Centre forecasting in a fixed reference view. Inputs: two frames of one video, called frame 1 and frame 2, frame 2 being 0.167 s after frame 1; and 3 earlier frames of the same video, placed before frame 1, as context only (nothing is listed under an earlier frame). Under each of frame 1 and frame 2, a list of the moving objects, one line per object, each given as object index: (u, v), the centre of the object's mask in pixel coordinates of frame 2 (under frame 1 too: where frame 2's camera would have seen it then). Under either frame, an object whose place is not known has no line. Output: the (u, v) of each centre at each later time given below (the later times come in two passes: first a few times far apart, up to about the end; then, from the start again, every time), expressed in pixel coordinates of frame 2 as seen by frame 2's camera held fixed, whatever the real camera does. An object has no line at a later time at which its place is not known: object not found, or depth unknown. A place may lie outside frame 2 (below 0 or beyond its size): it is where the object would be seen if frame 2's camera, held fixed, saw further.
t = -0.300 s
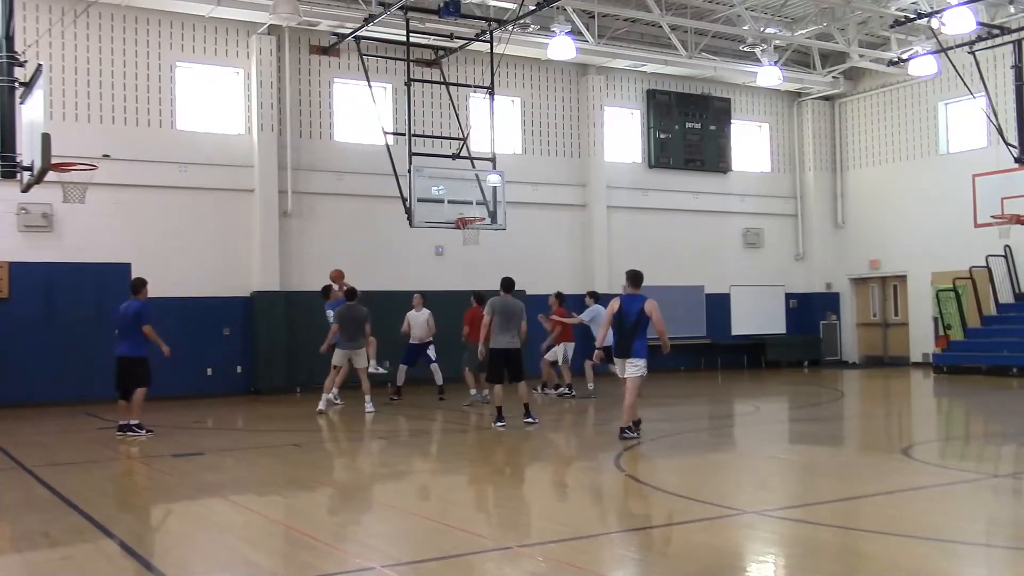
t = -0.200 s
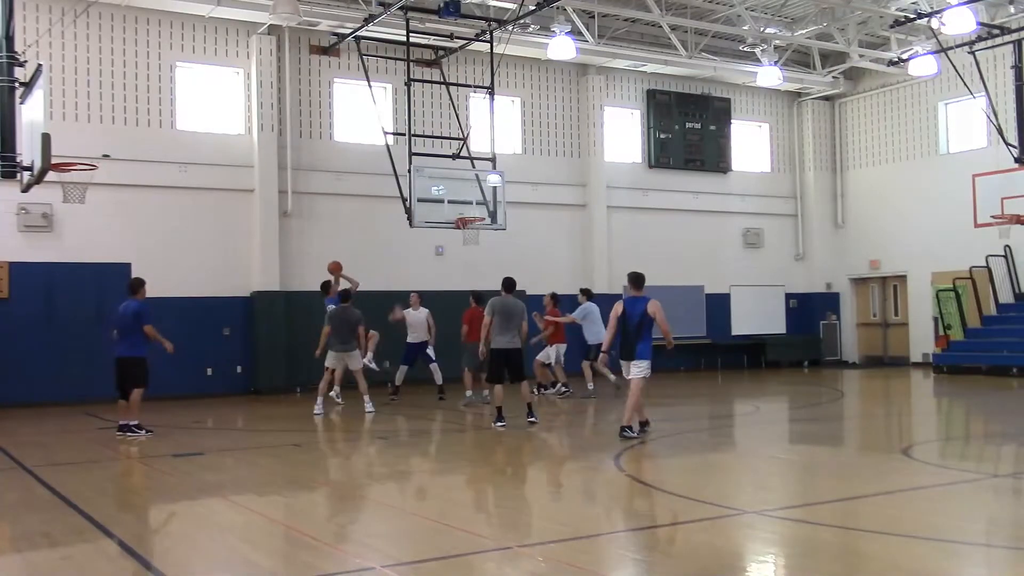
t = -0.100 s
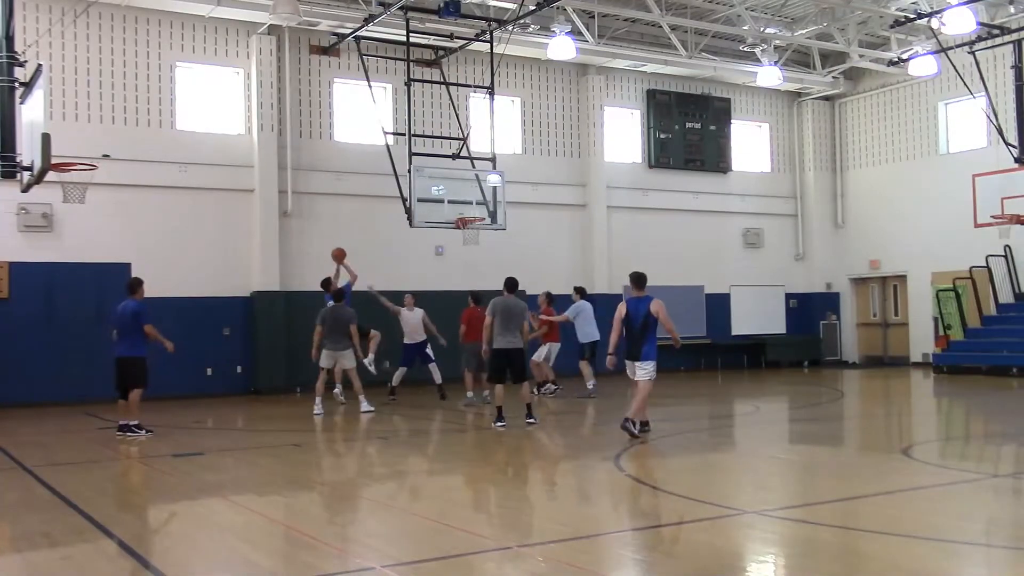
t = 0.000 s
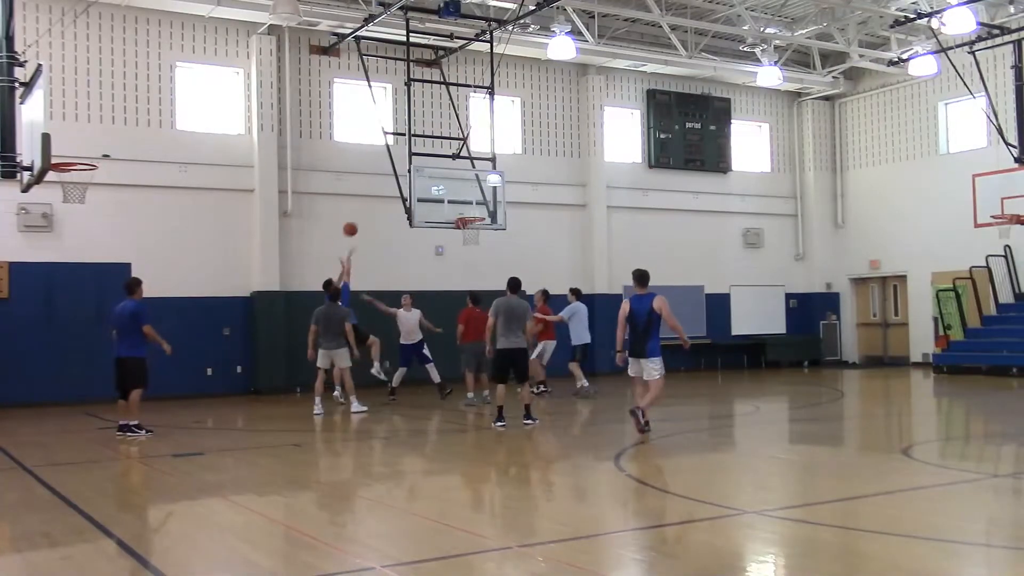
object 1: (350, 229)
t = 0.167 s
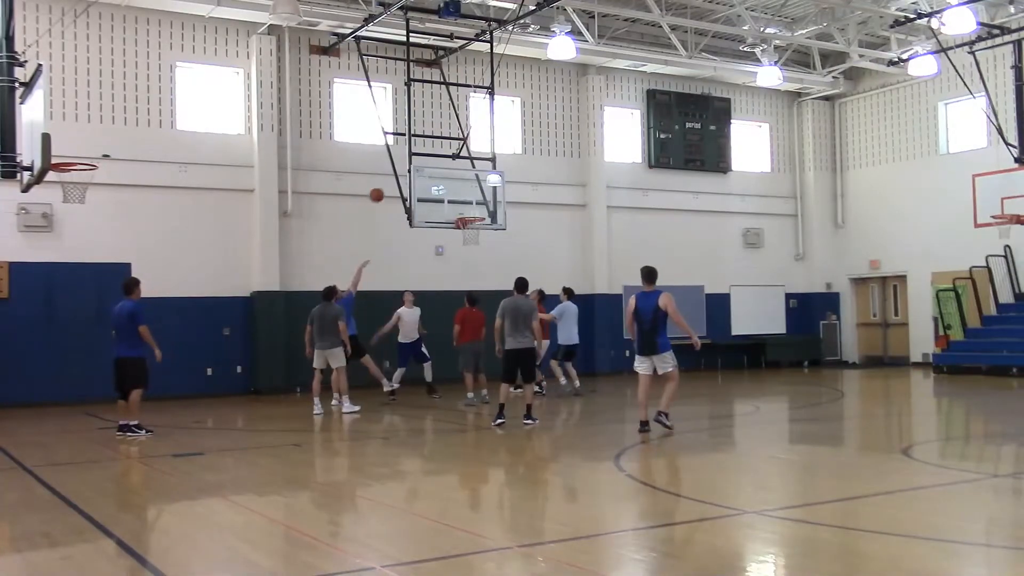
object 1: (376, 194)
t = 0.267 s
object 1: (392, 183)
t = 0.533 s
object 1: (431, 179)
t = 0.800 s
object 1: (470, 216)
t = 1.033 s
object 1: (485, 244)
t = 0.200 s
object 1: (381, 190)
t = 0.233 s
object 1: (386, 186)
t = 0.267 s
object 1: (392, 183)
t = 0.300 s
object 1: (397, 180)
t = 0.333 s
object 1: (402, 178)
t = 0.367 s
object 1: (406, 176)
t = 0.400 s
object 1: (412, 175)
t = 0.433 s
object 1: (417, 176)
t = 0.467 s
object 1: (421, 176)
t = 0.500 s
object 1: (427, 177)
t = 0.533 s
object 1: (431, 179)
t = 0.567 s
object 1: (436, 181)
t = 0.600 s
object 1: (441, 185)
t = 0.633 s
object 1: (447, 188)
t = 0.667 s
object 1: (451, 192)
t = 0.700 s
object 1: (456, 197)
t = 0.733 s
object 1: (461, 203)
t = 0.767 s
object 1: (465, 209)
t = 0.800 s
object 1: (470, 216)
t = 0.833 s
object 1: (474, 223)
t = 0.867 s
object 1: (479, 229)
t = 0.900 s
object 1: (481, 232)
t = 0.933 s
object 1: (482, 235)
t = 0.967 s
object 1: (483, 237)
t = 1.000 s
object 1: (484, 240)
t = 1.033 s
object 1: (485, 244)
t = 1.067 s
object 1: (486, 249)
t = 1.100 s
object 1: (487, 254)
